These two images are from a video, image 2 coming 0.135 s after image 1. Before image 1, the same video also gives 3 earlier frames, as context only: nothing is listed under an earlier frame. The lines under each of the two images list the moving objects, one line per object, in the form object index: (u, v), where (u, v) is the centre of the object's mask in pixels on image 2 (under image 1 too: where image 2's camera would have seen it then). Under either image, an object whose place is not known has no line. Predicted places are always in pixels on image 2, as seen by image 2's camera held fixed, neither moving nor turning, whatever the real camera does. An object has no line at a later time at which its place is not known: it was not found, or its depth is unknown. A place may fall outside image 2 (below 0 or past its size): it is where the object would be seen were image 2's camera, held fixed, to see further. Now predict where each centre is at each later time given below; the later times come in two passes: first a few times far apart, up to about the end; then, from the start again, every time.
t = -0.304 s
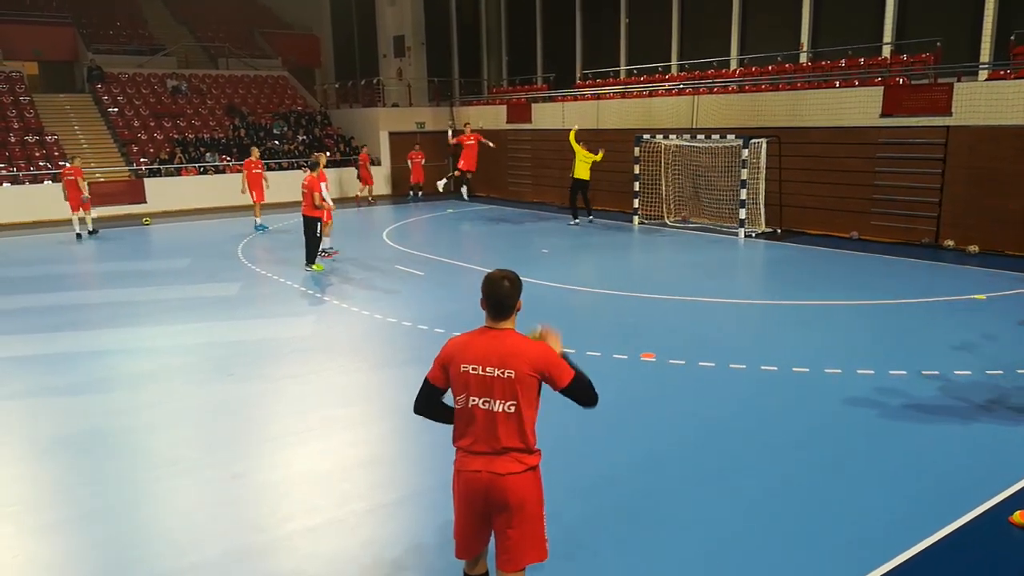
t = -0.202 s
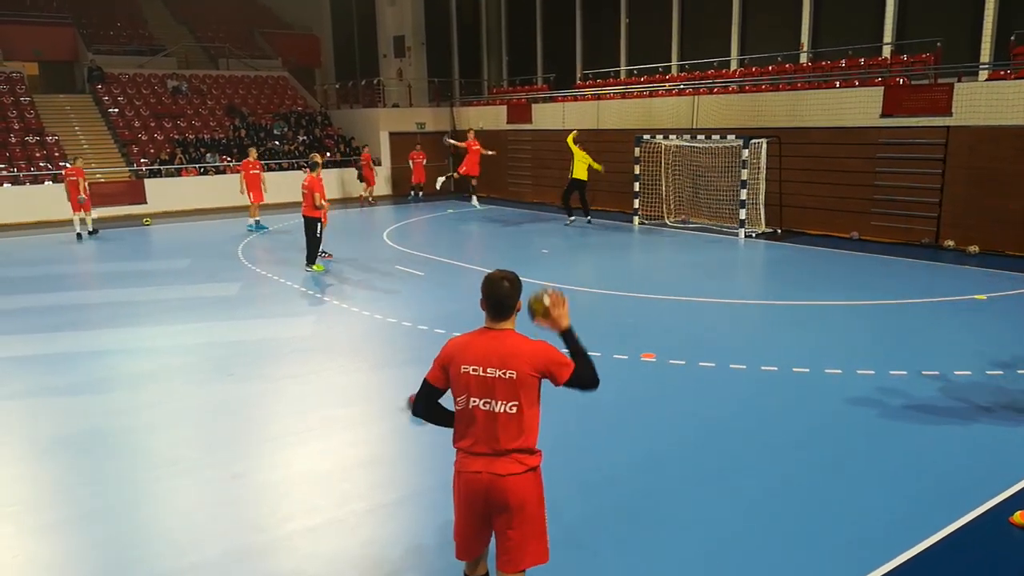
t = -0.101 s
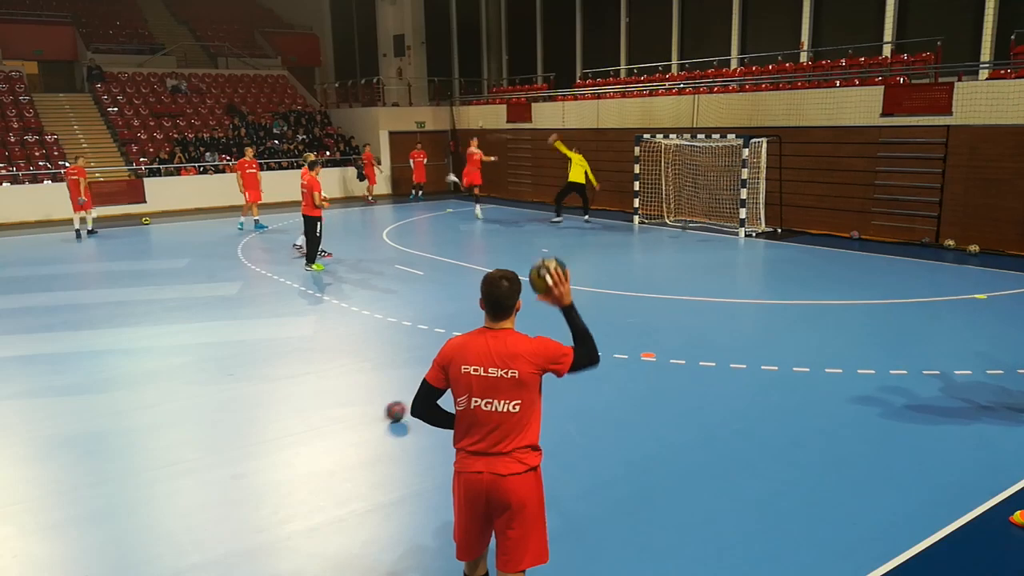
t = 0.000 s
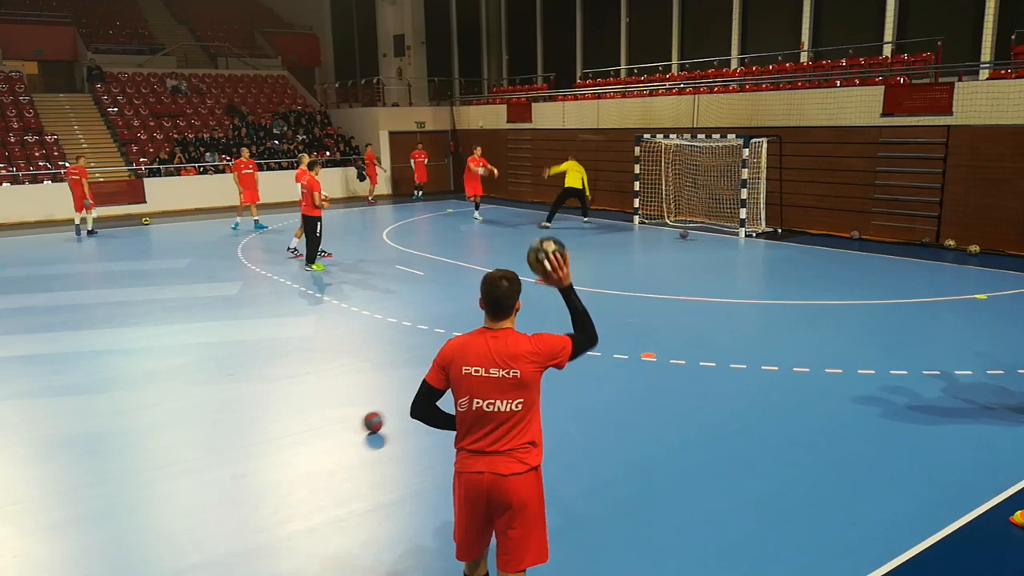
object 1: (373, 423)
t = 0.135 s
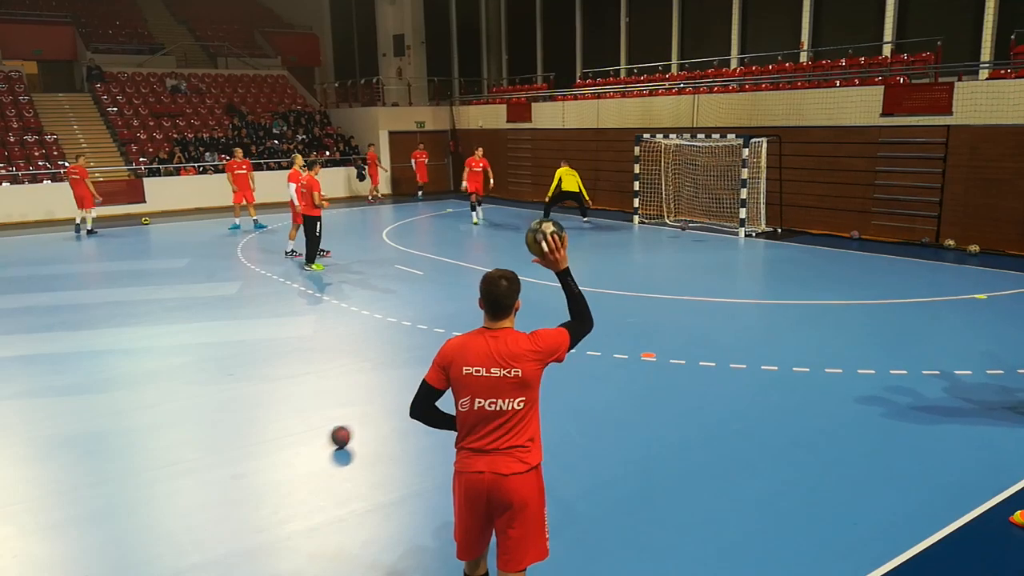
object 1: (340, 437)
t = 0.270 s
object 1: (305, 453)
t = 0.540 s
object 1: (225, 489)
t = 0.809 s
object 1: (130, 530)
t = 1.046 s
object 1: (35, 568)
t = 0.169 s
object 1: (331, 441)
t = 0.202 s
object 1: (323, 445)
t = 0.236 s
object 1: (314, 450)
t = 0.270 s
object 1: (305, 453)
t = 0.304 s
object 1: (296, 457)
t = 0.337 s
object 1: (286, 461)
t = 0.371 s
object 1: (277, 466)
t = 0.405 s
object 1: (267, 470)
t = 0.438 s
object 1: (257, 475)
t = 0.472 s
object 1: (246, 480)
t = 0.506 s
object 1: (237, 484)
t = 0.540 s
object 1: (225, 489)
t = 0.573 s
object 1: (215, 493)
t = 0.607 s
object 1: (204, 499)
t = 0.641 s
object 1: (192, 503)
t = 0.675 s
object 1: (180, 509)
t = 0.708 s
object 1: (169, 514)
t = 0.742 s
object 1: (157, 519)
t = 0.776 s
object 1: (144, 525)
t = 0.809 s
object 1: (130, 530)
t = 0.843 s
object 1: (118, 536)
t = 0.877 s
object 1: (104, 542)
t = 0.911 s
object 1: (92, 549)
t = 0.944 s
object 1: (77, 554)
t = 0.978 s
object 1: (63, 560)
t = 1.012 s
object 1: (50, 564)
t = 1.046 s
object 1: (35, 568)
